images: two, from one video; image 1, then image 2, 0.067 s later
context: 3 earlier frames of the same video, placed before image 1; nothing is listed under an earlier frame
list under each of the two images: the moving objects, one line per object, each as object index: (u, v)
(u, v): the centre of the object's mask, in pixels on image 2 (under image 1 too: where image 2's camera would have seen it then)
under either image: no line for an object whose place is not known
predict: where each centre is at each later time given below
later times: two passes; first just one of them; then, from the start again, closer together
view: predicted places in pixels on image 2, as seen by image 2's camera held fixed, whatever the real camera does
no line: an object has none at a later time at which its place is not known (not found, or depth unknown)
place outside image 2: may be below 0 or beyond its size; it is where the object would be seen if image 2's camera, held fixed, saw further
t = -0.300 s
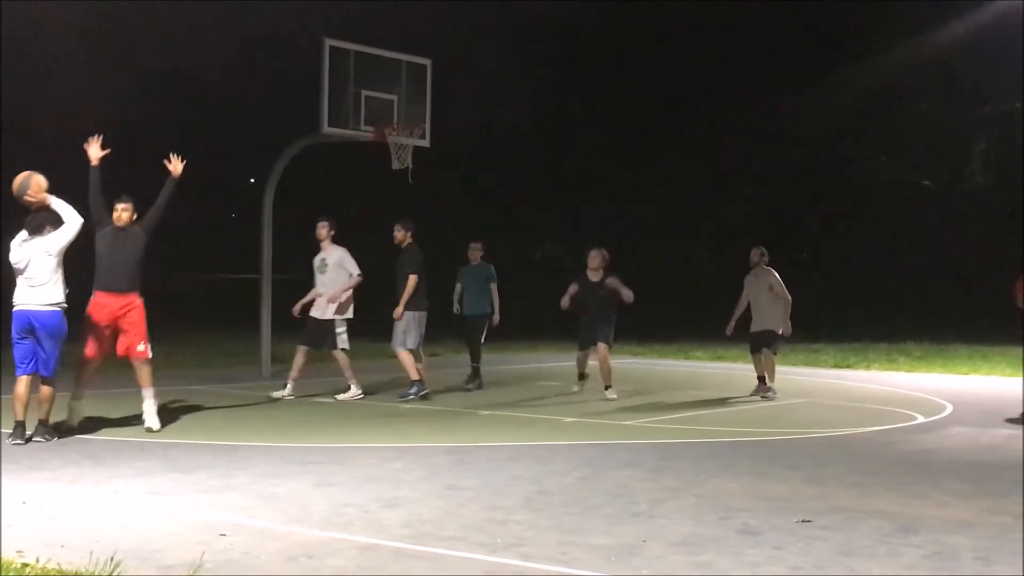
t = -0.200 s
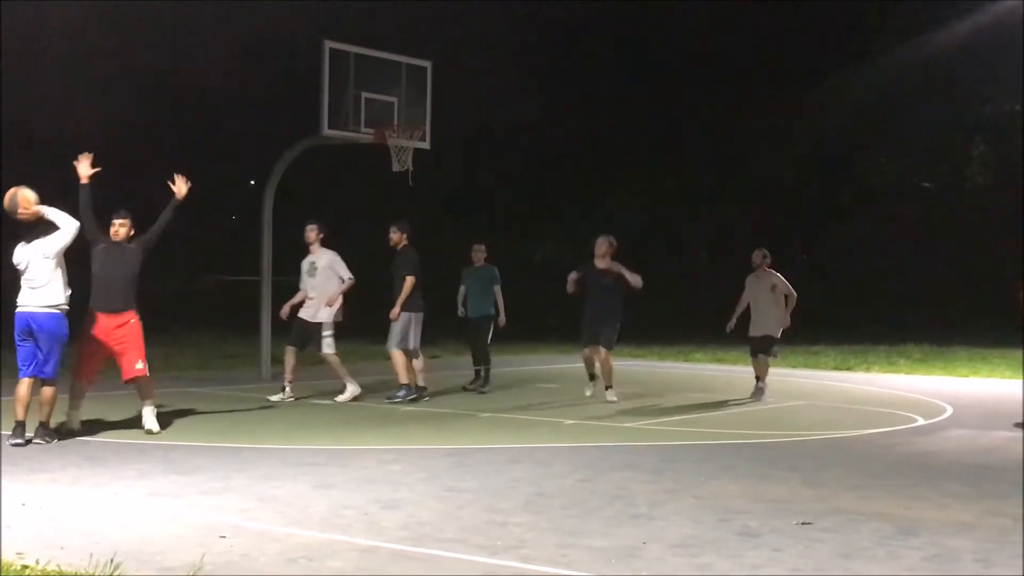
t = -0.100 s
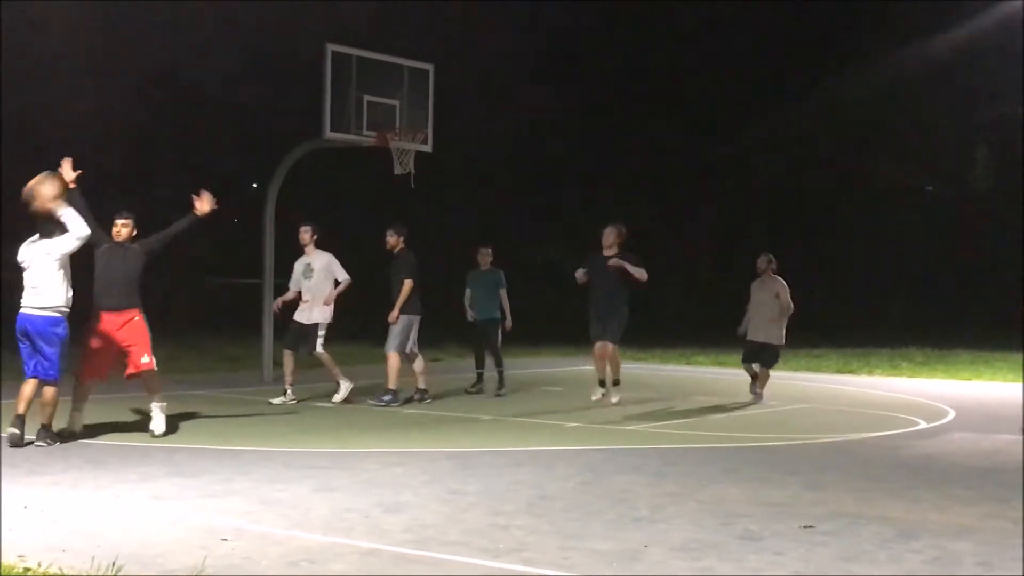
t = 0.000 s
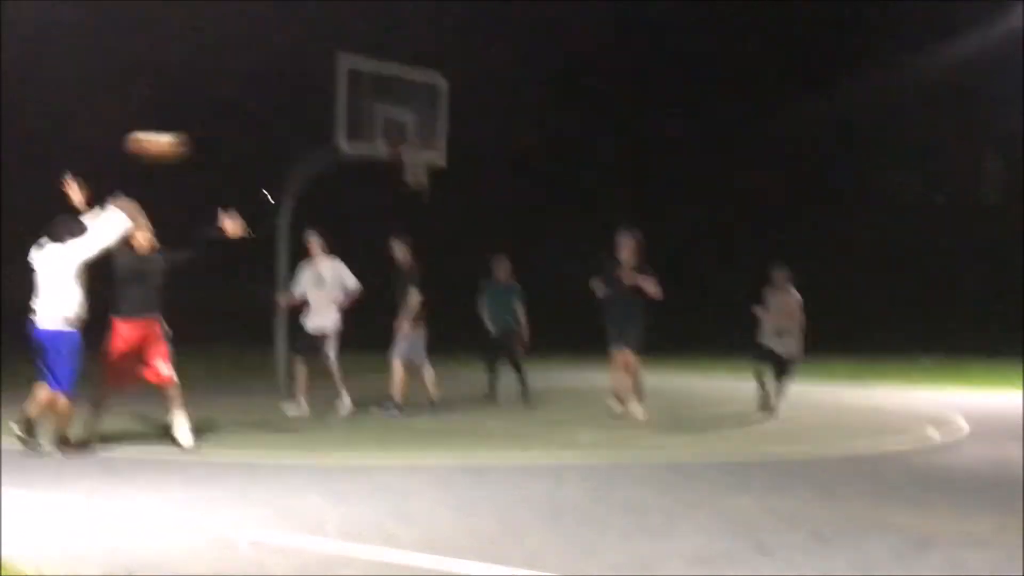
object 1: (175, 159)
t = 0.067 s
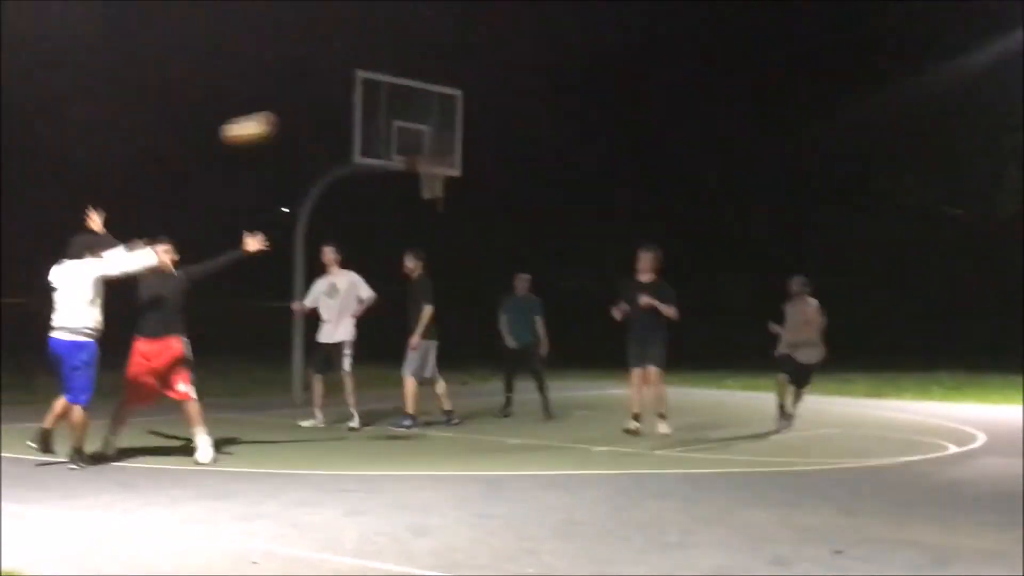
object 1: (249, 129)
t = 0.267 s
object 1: (459, 74)
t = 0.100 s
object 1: (286, 116)
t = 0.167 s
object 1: (356, 97)
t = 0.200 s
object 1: (390, 88)
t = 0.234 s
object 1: (425, 79)
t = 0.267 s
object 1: (459, 74)
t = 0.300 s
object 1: (491, 72)
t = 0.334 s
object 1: (523, 69)
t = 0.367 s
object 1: (554, 68)
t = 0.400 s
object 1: (585, 69)
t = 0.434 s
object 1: (615, 71)
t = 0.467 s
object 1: (646, 74)
